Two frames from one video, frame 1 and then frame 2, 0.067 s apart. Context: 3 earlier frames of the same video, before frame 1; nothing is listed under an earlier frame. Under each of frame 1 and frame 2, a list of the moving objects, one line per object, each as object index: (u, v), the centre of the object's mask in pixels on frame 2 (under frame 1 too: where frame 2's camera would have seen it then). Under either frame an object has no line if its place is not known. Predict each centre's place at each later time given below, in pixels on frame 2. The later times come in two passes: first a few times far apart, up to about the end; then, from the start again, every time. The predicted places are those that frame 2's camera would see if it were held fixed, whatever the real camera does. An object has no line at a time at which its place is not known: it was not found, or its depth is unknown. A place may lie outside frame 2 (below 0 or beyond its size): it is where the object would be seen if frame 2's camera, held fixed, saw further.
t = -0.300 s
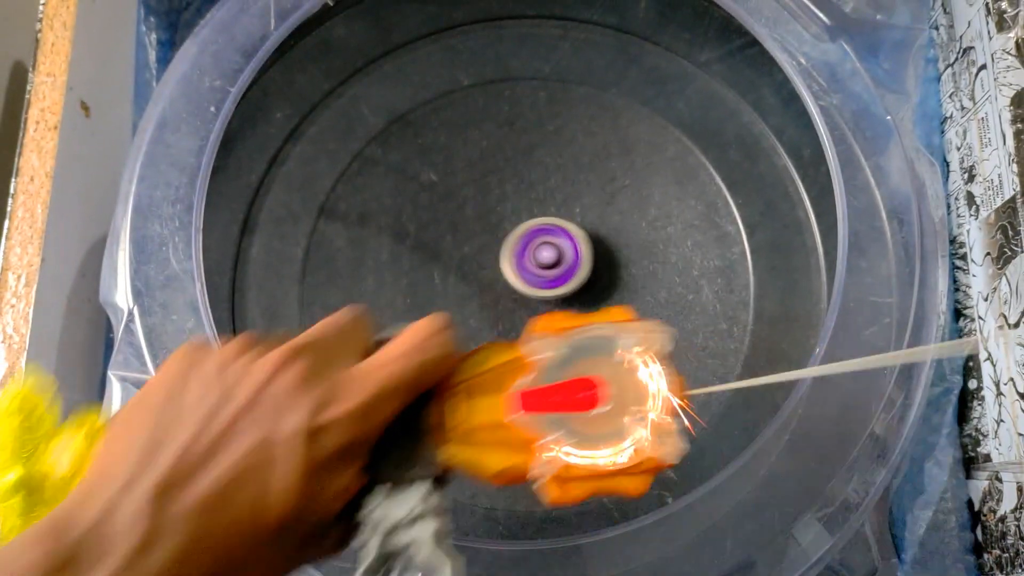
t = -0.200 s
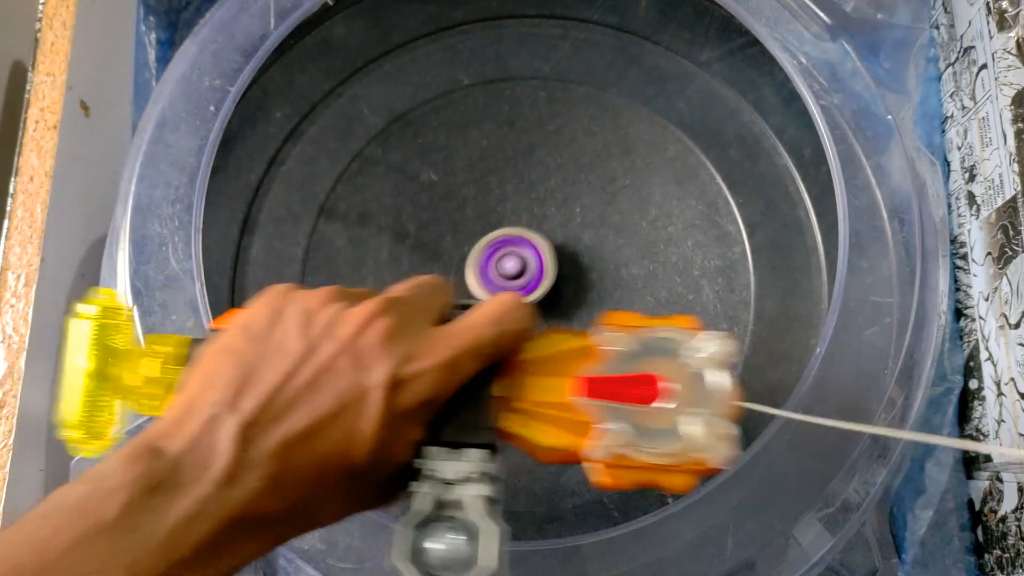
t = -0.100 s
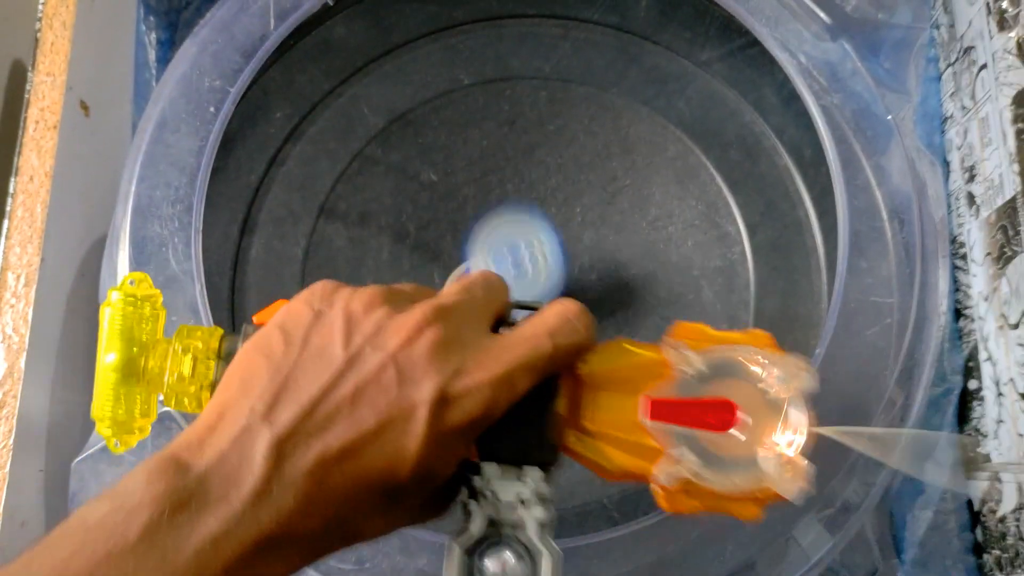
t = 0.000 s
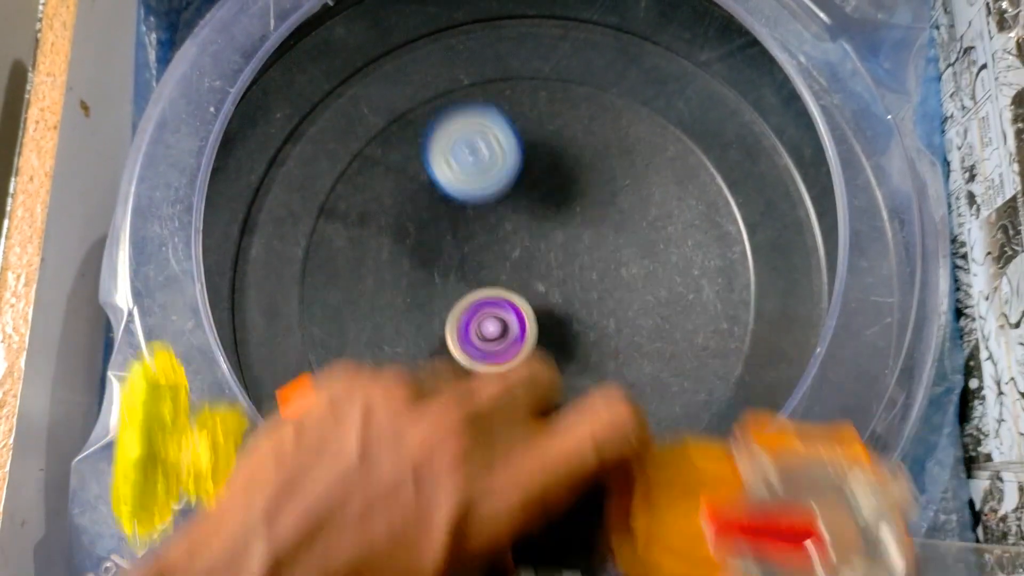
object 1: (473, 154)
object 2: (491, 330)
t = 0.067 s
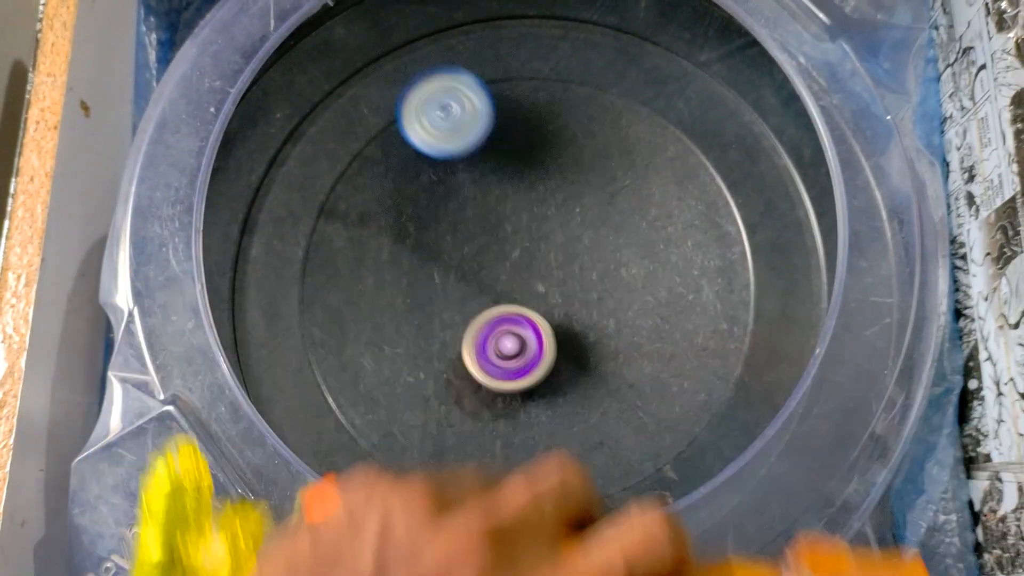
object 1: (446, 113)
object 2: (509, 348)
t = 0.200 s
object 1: (387, 132)
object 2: (557, 348)
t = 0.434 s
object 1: (402, 407)
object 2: (561, 271)
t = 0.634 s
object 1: (680, 418)
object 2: (488, 266)
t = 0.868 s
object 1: (698, 82)
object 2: (478, 340)
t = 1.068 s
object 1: (538, 23)
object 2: (546, 333)
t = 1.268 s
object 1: (319, 91)
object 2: (537, 263)
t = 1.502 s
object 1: (253, 248)
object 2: (455, 266)
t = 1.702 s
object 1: (289, 359)
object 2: (464, 324)
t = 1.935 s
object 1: (492, 453)
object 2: (538, 300)
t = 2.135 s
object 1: (714, 279)
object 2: (517, 241)
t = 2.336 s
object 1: (537, 75)
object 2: (465, 250)
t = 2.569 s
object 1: (317, 265)
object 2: (484, 300)
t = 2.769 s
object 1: (501, 457)
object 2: (541, 278)
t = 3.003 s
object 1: (693, 236)
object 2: (520, 227)
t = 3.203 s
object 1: (495, 105)
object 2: (483, 248)
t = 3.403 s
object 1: (357, 273)
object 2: (507, 293)
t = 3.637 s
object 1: (518, 423)
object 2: (566, 273)
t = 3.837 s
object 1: (661, 296)
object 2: (551, 234)
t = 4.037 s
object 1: (552, 160)
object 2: (508, 248)
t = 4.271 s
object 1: (395, 289)
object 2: (526, 307)
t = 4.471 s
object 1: (538, 401)
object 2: (579, 295)
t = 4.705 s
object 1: (670, 243)
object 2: (530, 240)
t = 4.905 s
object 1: (602, 140)
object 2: (442, 287)
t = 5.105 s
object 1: (451, 194)
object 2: (487, 367)
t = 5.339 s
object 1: (470, 365)
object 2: (575, 338)
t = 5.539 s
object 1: (615, 367)
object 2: (558, 259)
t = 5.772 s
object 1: (585, 219)
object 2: (475, 250)
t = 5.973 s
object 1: (480, 207)
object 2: (448, 311)
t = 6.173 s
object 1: (466, 234)
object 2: (506, 319)
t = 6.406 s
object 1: (476, 221)
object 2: (565, 278)
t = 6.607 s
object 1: (370, 171)
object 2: (623, 264)
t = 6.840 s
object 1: (307, 182)
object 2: (596, 201)
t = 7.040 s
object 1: (341, 89)
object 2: (527, 197)
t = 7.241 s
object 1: (378, 59)
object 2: (486, 261)
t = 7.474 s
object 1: (453, 29)
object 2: (528, 330)
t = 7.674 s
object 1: (513, 29)
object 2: (584, 324)
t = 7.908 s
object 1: (590, 39)
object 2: (585, 275)
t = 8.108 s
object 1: (632, 60)
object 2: (537, 265)
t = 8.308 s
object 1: (619, 108)
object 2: (498, 295)
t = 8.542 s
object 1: (513, 215)
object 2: (503, 334)
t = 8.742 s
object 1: (492, 258)
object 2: (529, 347)
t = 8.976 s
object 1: (461, 228)
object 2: (547, 313)
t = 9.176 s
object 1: (462, 209)
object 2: (534, 293)
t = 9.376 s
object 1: (467, 185)
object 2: (505, 287)
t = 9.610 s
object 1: (489, 165)
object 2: (485, 306)
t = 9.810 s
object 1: (555, 102)
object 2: (504, 336)
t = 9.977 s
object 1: (586, 139)
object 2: (525, 306)
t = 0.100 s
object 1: (432, 105)
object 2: (520, 353)
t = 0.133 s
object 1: (416, 105)
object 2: (532, 356)
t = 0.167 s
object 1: (401, 115)
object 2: (544, 354)
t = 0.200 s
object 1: (387, 132)
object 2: (557, 348)
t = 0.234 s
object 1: (375, 158)
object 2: (566, 341)
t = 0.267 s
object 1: (364, 190)
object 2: (574, 331)
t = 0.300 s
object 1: (356, 227)
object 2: (578, 319)
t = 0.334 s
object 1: (352, 272)
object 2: (579, 304)
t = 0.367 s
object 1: (358, 319)
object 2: (576, 291)
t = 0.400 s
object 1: (375, 367)
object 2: (571, 280)
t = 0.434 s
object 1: (402, 407)
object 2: (561, 271)
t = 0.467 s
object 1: (440, 439)
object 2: (550, 264)
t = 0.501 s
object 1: (485, 460)
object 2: (537, 259)
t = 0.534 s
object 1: (535, 469)
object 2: (525, 257)
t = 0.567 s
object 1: (585, 466)
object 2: (512, 257)
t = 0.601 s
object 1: (635, 448)
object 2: (500, 260)
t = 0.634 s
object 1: (680, 418)
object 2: (488, 266)
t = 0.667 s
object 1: (718, 375)
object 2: (477, 274)
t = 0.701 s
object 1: (743, 323)
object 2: (469, 284)
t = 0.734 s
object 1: (753, 268)
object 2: (464, 295)
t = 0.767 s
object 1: (747, 210)
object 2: (462, 307)
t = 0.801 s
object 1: (731, 159)
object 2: (465, 319)
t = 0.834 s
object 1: (714, 114)
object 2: (470, 330)
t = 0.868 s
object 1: (698, 82)
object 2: (478, 340)
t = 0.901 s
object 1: (683, 58)
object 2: (488, 347)
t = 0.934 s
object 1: (666, 40)
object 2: (501, 351)
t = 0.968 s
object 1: (643, 31)
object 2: (513, 351)
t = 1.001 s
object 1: (611, 27)
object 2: (526, 349)
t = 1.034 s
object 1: (573, 26)
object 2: (537, 343)
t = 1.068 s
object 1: (538, 23)
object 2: (546, 333)
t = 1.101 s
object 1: (503, 22)
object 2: (553, 322)
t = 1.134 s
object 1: (464, 24)
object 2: (555, 309)
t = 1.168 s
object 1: (424, 31)
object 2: (555, 296)
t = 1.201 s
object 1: (385, 44)
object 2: (552, 284)
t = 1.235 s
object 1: (348, 67)
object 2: (546, 273)
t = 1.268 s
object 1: (319, 91)
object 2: (537, 263)
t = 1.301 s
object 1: (297, 112)
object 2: (526, 255)
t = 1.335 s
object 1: (279, 139)
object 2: (514, 250)
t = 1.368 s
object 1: (267, 164)
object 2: (500, 247)
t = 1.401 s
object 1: (258, 187)
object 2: (487, 248)
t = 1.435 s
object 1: (254, 207)
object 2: (474, 251)
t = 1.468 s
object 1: (252, 228)
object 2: (463, 257)
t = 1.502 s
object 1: (253, 248)
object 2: (455, 266)
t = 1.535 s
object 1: (255, 268)
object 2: (448, 276)
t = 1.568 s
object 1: (259, 287)
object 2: (446, 286)
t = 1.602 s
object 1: (264, 305)
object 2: (446, 297)
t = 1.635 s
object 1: (270, 324)
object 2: (450, 307)
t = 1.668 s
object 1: (279, 342)
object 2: (456, 316)
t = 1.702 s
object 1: (289, 359)
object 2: (464, 324)
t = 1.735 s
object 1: (300, 376)
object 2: (474, 329)
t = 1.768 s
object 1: (313, 391)
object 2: (486, 331)
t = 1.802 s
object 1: (332, 407)
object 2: (499, 331)
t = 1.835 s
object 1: (359, 422)
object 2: (511, 328)
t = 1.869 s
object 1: (395, 434)
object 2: (523, 321)
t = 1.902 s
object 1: (441, 446)
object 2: (532, 312)
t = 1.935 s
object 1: (492, 453)
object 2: (538, 300)
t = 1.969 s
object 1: (548, 451)
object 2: (541, 288)
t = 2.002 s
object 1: (600, 436)
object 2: (540, 275)
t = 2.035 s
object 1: (646, 411)
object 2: (537, 265)
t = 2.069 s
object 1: (681, 372)
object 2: (532, 256)
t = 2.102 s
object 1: (704, 328)
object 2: (525, 247)
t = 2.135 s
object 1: (714, 279)
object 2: (517, 241)
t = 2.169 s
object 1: (709, 228)
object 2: (508, 237)
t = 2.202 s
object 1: (690, 182)
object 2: (498, 235)
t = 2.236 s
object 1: (662, 142)
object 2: (488, 235)
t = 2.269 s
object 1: (626, 109)
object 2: (479, 238)
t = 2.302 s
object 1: (583, 87)
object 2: (471, 243)
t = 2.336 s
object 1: (537, 75)
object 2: (465, 250)
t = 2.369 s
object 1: (491, 75)
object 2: (462, 256)
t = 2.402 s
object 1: (443, 85)
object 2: (461, 265)
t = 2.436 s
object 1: (401, 106)
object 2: (461, 273)
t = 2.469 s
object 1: (367, 136)
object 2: (464, 280)
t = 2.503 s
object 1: (339, 172)
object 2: (469, 288)
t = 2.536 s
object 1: (322, 217)
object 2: (475, 294)
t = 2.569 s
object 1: (317, 265)
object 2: (484, 300)
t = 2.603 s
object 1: (322, 310)
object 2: (495, 303)
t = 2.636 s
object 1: (338, 355)
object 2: (505, 303)
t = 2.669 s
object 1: (367, 395)
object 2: (517, 300)
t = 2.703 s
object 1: (404, 426)
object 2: (527, 295)
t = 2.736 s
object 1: (451, 447)
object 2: (536, 288)
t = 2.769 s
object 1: (501, 457)
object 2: (541, 278)
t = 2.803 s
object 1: (551, 453)
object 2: (544, 268)
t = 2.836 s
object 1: (600, 437)
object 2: (546, 259)
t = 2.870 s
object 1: (640, 408)
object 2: (543, 249)
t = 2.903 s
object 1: (673, 369)
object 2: (539, 242)
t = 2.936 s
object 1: (693, 325)
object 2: (535, 236)
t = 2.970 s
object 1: (698, 280)
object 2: (528, 231)
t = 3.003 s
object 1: (693, 236)
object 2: (520, 227)
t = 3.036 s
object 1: (678, 194)
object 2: (513, 226)
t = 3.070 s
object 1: (651, 158)
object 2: (506, 227)
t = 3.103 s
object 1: (618, 130)
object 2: (498, 229)
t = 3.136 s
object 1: (578, 111)
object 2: (491, 235)
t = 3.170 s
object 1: (537, 102)
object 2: (486, 241)
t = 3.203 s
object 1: (495, 105)
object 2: (483, 248)
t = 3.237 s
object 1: (457, 117)
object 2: (482, 256)
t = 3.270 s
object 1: (422, 138)
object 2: (483, 265)
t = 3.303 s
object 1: (395, 167)
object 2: (487, 274)
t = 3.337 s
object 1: (374, 200)
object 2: (492, 282)
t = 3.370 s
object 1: (363, 233)
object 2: (499, 288)
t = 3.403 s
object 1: (357, 273)
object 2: (507, 293)
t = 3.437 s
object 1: (361, 307)
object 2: (518, 296)
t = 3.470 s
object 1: (374, 343)
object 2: (528, 297)
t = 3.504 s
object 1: (392, 371)
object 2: (537, 295)
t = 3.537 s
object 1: (419, 396)
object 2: (546, 291)
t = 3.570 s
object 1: (448, 413)
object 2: (555, 286)
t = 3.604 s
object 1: (481, 421)
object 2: (562, 280)
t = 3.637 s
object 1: (518, 423)
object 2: (566, 273)
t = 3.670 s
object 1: (553, 416)
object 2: (567, 265)
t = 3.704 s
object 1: (587, 401)
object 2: (568, 257)
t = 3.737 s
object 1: (617, 380)
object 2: (566, 250)
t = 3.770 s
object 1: (639, 354)
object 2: (563, 243)
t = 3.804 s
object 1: (655, 325)
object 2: (557, 238)
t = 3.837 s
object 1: (661, 296)
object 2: (551, 234)
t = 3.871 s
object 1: (659, 264)
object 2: (544, 232)
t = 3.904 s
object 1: (651, 234)
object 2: (537, 232)
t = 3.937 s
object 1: (635, 209)
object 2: (529, 233)
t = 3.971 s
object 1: (612, 186)
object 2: (520, 236)
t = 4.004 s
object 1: (585, 169)
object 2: (513, 241)
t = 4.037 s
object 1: (552, 160)
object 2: (508, 248)
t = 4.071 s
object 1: (516, 160)
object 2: (504, 255)
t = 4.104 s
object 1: (482, 167)
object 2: (502, 264)
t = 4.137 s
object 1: (452, 182)
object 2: (502, 275)
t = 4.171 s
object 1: (425, 204)
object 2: (505, 285)
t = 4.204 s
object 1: (406, 229)
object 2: (509, 293)
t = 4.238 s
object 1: (396, 259)
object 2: (517, 301)
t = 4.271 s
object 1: (395, 289)
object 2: (526, 307)
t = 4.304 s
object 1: (403, 321)
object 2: (536, 310)
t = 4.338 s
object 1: (421, 351)
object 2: (546, 311)
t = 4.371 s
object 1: (443, 375)
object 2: (556, 310)
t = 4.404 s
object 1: (471, 392)
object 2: (565, 307)
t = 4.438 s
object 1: (504, 401)
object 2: (573, 301)
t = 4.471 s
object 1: (538, 401)
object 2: (579, 295)
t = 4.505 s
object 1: (571, 393)
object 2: (582, 287)
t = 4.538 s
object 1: (601, 376)
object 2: (584, 279)
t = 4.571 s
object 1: (625, 354)
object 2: (583, 271)
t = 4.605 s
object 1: (642, 326)
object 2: (579, 263)
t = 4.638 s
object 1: (649, 295)
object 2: (571, 257)
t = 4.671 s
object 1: (652, 264)
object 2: (558, 250)
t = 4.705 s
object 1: (670, 243)
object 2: (530, 240)
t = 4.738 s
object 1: (679, 222)
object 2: (503, 235)
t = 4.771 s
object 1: (676, 202)
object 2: (482, 236)
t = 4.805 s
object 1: (666, 181)
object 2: (466, 242)
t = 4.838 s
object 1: (648, 162)
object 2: (454, 254)
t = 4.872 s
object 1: (627, 149)
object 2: (446, 269)
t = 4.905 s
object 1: (602, 140)
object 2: (442, 287)
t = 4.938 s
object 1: (575, 136)
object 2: (441, 305)
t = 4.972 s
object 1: (548, 138)
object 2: (445, 323)
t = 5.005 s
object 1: (520, 145)
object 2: (452, 338)
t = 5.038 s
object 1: (494, 157)
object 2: (461, 351)
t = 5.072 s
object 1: (471, 174)
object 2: (473, 361)
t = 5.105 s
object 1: (451, 194)
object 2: (487, 367)
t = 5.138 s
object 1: (437, 217)
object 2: (501, 371)
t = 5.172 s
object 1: (428, 243)
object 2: (516, 372)
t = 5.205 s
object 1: (425, 271)
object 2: (531, 371)
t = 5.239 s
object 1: (428, 298)
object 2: (545, 366)
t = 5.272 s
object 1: (437, 323)
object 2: (557, 359)
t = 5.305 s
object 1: (451, 346)
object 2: (567, 349)
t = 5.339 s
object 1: (470, 365)
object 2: (575, 338)
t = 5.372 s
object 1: (492, 378)
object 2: (579, 325)
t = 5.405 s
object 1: (518, 388)
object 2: (581, 310)
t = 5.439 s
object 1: (544, 392)
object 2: (580, 296)
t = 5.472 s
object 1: (569, 389)
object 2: (575, 281)
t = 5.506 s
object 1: (594, 382)
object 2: (567, 269)
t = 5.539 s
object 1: (615, 367)
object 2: (558, 259)
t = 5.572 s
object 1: (631, 348)
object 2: (546, 250)
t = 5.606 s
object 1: (640, 325)
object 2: (534, 244)
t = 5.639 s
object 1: (642, 300)
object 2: (521, 241)
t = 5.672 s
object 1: (638, 275)
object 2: (508, 240)
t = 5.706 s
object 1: (626, 252)
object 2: (496, 241)
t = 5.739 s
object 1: (607, 233)
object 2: (485, 244)
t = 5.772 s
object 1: (585, 219)
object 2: (475, 250)
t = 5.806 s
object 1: (560, 210)
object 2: (467, 257)
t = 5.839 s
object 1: (533, 208)
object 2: (459, 266)
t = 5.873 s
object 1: (509, 209)
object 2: (453, 277)
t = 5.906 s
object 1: (493, 212)
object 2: (450, 289)
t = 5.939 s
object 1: (488, 208)
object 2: (446, 302)
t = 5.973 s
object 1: (480, 207)
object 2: (448, 311)
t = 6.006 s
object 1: (471, 205)
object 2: (455, 318)
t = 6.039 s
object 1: (463, 206)
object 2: (464, 322)
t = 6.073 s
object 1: (459, 212)
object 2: (474, 324)
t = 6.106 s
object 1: (458, 220)
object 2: (485, 324)
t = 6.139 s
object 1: (461, 227)
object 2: (496, 322)
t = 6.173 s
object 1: (466, 234)
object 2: (506, 319)
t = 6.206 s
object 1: (468, 227)
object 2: (519, 321)
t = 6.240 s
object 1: (470, 225)
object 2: (530, 319)
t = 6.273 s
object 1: (473, 226)
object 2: (538, 312)
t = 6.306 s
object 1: (477, 228)
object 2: (545, 302)
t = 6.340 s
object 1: (481, 230)
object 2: (551, 293)
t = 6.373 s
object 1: (478, 225)
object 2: (560, 287)
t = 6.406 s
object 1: (476, 221)
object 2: (565, 278)
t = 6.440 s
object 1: (476, 220)
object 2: (566, 268)
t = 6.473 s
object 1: (477, 221)
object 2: (566, 257)
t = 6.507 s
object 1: (460, 210)
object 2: (575, 254)
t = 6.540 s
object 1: (422, 191)
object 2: (597, 260)
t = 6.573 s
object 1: (393, 177)
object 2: (613, 263)
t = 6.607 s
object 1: (370, 171)
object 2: (623, 264)
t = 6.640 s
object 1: (351, 171)
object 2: (627, 261)
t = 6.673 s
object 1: (335, 176)
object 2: (627, 254)
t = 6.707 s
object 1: (323, 186)
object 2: (624, 244)
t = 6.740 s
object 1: (315, 192)
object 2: (619, 232)
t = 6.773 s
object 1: (309, 194)
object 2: (613, 220)
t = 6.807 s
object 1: (306, 191)
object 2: (605, 209)
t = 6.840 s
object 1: (307, 182)
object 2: (596, 201)
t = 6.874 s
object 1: (309, 168)
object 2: (586, 195)
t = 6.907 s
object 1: (315, 153)
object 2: (575, 191)
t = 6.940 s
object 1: (321, 136)
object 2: (563, 189)
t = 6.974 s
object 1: (328, 120)
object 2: (551, 190)
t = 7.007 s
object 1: (335, 104)
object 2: (538, 192)
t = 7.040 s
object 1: (341, 89)
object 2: (527, 197)
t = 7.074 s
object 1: (347, 73)
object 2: (516, 204)
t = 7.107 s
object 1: (353, 60)
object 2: (507, 213)
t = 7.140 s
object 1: (361, 56)
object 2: (498, 224)
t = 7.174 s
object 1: (367, 59)
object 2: (491, 236)
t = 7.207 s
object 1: (372, 61)
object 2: (487, 248)
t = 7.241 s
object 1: (378, 59)
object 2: (486, 261)
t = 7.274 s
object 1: (386, 53)
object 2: (486, 274)
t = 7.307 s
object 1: (397, 46)
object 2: (489, 287)
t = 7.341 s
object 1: (409, 40)
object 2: (494, 299)
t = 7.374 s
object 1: (421, 35)
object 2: (501, 309)
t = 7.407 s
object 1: (432, 31)
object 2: (509, 317)
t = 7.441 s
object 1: (443, 29)
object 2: (518, 325)
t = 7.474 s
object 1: (453, 29)
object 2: (528, 330)
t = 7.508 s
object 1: (464, 31)
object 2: (538, 333)
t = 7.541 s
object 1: (473, 32)
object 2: (549, 335)
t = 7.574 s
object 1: (482, 32)
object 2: (559, 334)
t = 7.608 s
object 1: (491, 31)
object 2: (568, 333)
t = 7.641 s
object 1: (501, 30)
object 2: (577, 329)
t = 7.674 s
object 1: (513, 29)
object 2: (584, 324)
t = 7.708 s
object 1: (526, 29)
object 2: (589, 317)
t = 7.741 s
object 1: (538, 31)
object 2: (593, 311)
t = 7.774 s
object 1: (549, 33)
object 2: (595, 303)
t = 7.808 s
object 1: (560, 35)
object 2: (596, 295)
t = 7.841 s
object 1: (571, 36)
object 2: (594, 288)
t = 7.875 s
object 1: (580, 37)
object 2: (590, 282)
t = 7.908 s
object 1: (590, 39)
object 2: (585, 275)
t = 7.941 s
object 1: (598, 40)
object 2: (579, 271)
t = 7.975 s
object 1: (607, 43)
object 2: (573, 267)
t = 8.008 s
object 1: (614, 46)
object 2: (564, 265)
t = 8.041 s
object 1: (621, 50)
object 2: (555, 263)
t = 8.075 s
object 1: (626, 55)
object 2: (546, 264)
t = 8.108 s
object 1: (632, 60)
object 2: (537, 265)
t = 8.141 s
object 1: (635, 66)
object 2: (528, 268)
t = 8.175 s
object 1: (638, 72)
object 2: (520, 272)
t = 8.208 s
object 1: (640, 77)
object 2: (513, 276)
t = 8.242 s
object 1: (640, 86)
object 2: (507, 282)
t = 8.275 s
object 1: (634, 97)
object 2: (501, 288)
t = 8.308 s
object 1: (619, 108)
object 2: (498, 295)
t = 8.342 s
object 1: (602, 119)
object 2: (495, 302)
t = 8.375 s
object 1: (582, 131)
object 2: (494, 308)
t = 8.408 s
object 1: (563, 145)
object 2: (494, 314)
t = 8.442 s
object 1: (546, 161)
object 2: (494, 321)
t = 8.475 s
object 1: (532, 177)
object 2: (497, 326)
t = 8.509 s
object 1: (521, 196)
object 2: (500, 331)
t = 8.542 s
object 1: (513, 215)
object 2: (503, 334)
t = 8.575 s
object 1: (505, 236)
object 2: (507, 337)
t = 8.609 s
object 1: (500, 253)
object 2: (510, 340)
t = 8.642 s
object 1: (499, 256)
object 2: (514, 347)
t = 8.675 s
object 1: (497, 258)
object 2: (518, 349)
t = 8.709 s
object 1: (495, 260)
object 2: (523, 348)
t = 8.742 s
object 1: (492, 258)
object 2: (529, 347)
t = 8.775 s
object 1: (486, 243)
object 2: (536, 350)
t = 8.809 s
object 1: (479, 233)
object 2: (540, 348)
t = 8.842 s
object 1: (474, 227)
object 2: (544, 342)
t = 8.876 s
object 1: (470, 225)
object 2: (547, 336)
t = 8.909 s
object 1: (466, 226)
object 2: (548, 329)
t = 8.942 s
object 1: (463, 227)
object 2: (548, 321)
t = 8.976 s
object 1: (461, 228)
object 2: (547, 313)
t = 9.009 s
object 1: (461, 229)
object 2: (544, 307)
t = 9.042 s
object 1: (463, 232)
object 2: (540, 301)
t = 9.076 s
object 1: (466, 234)
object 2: (536, 295)
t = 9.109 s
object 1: (462, 223)
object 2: (537, 296)
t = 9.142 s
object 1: (462, 214)
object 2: (537, 296)
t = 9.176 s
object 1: (462, 209)
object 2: (534, 293)
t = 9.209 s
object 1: (464, 209)
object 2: (529, 289)
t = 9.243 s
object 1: (465, 208)
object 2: (523, 284)
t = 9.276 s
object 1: (466, 202)
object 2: (518, 283)
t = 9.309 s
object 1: (467, 191)
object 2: (515, 287)
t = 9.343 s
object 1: (468, 185)
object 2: (510, 288)
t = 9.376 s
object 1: (467, 185)
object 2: (505, 287)
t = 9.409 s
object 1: (464, 185)
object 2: (501, 286)
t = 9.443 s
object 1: (461, 186)
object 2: (498, 286)
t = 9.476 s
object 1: (461, 188)
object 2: (495, 285)
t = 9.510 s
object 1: (463, 192)
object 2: (492, 285)
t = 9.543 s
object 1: (467, 195)
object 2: (490, 285)
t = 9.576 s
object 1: (474, 195)
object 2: (488, 286)
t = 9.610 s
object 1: (489, 165)
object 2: (485, 306)
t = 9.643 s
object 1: (507, 137)
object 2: (484, 325)
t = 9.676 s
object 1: (520, 120)
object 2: (484, 337)
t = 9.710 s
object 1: (531, 111)
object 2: (487, 341)
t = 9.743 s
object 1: (539, 103)
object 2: (492, 341)
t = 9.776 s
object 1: (547, 101)
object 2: (498, 339)
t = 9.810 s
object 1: (555, 102)
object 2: (504, 336)
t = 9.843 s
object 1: (562, 104)
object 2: (510, 332)
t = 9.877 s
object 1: (568, 110)
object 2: (515, 326)
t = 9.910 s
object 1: (575, 118)
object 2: (520, 320)
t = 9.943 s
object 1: (581, 127)
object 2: (523, 314)
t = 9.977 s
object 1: (586, 139)
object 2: (525, 306)
